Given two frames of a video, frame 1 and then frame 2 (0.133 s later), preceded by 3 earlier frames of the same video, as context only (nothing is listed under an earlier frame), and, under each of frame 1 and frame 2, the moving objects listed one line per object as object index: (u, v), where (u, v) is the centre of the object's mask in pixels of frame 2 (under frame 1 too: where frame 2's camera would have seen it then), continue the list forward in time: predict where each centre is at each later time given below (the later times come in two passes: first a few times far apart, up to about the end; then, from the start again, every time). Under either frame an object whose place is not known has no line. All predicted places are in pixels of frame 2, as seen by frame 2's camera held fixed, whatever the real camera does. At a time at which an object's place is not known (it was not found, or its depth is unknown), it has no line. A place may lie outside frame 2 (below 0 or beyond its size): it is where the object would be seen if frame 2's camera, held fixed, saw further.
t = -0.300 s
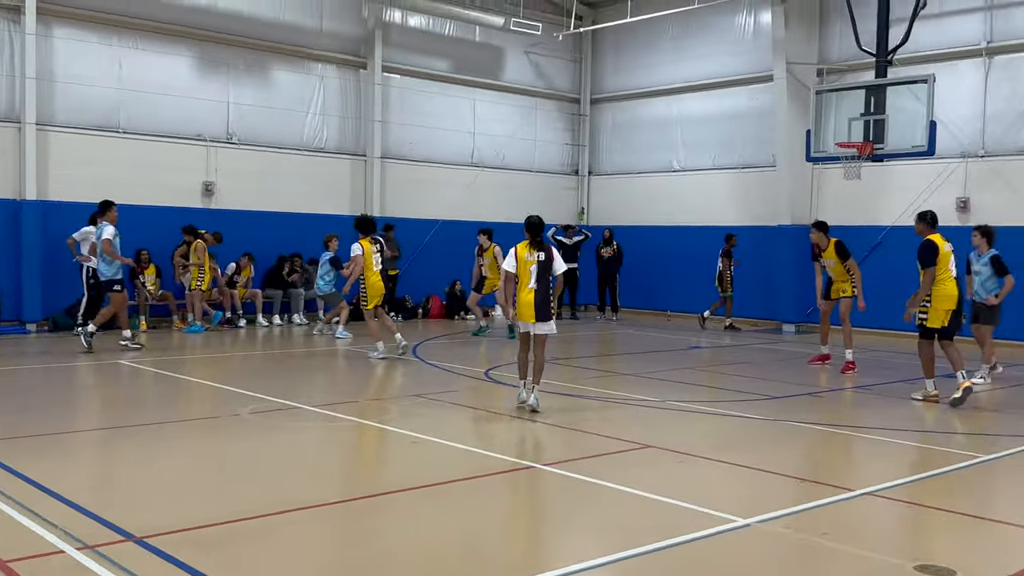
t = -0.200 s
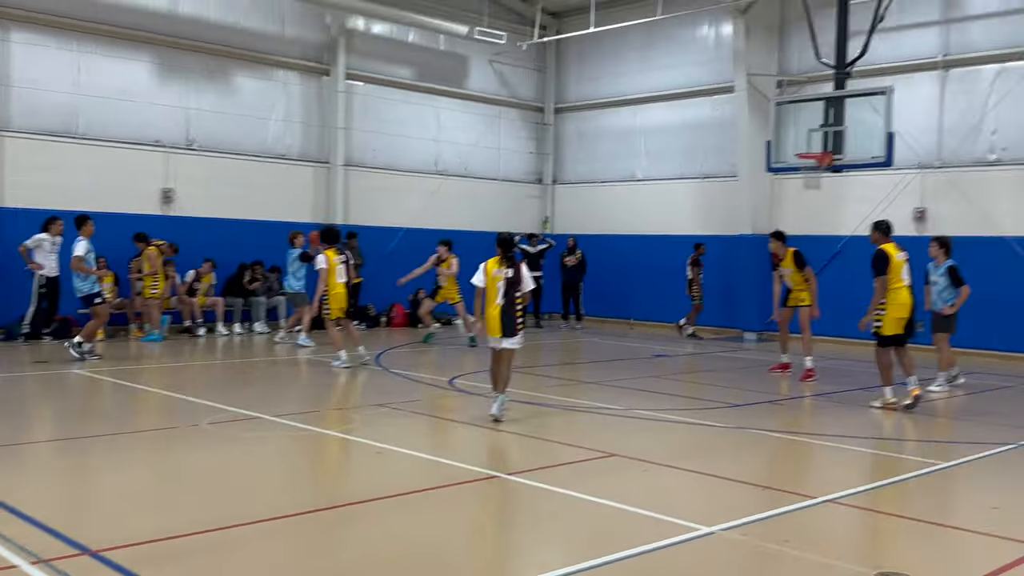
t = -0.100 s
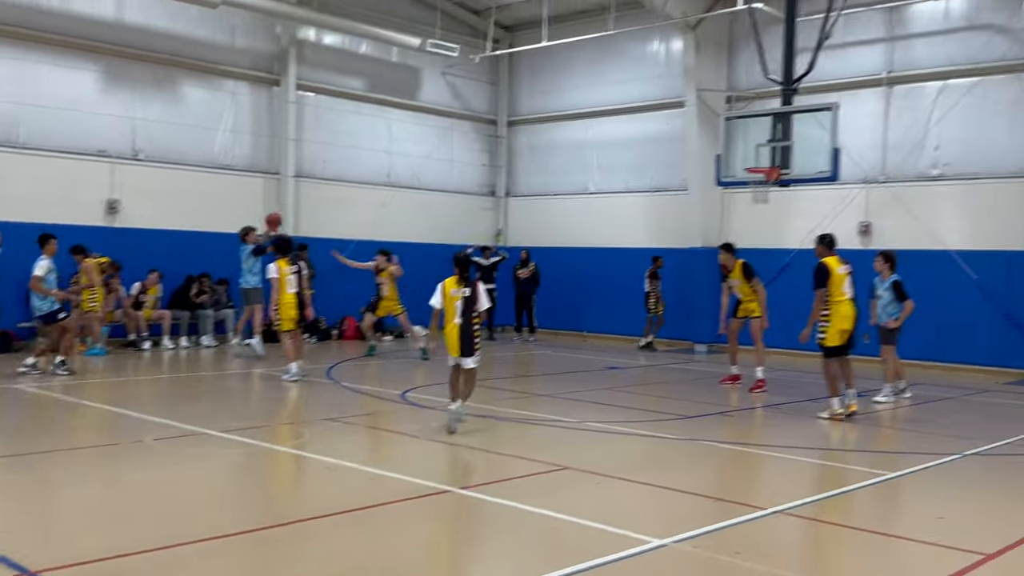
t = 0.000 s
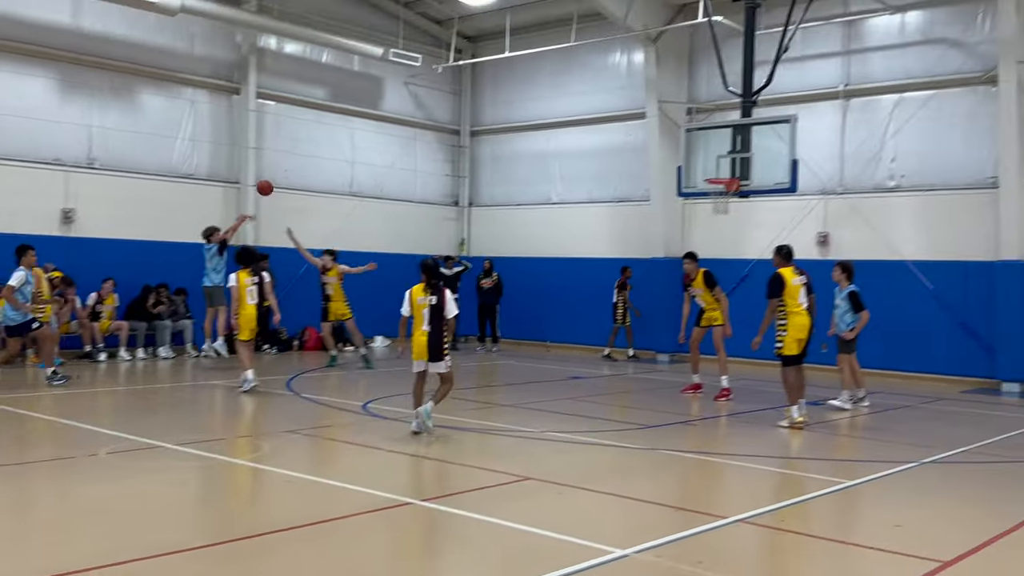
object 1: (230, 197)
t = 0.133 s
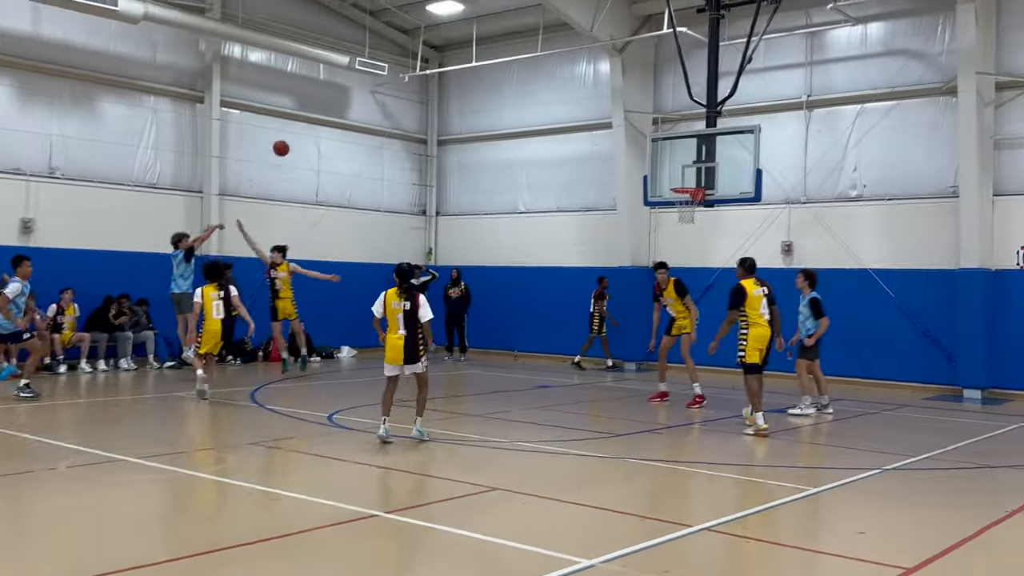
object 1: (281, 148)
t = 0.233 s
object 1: (318, 119)
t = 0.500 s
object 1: (415, 75)
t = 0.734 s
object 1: (498, 74)
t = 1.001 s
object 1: (590, 115)
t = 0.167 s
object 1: (293, 138)
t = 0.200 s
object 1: (305, 128)
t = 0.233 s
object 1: (318, 119)
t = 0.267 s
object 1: (330, 111)
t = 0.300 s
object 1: (342, 104)
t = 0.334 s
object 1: (355, 97)
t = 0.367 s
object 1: (366, 91)
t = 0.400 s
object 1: (378, 86)
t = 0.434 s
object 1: (391, 82)
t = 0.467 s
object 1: (403, 78)
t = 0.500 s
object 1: (415, 75)
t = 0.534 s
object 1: (426, 73)
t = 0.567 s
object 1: (439, 71)
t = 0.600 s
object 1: (451, 70)
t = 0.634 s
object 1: (463, 70)
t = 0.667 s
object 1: (474, 71)
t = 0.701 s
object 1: (486, 72)
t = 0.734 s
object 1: (498, 74)
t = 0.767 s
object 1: (509, 77)
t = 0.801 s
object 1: (521, 80)
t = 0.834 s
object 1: (532, 84)
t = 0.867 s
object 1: (544, 89)
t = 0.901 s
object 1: (556, 95)
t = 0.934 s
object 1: (567, 101)
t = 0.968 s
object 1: (578, 108)
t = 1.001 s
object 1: (590, 115)
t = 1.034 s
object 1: (601, 124)
